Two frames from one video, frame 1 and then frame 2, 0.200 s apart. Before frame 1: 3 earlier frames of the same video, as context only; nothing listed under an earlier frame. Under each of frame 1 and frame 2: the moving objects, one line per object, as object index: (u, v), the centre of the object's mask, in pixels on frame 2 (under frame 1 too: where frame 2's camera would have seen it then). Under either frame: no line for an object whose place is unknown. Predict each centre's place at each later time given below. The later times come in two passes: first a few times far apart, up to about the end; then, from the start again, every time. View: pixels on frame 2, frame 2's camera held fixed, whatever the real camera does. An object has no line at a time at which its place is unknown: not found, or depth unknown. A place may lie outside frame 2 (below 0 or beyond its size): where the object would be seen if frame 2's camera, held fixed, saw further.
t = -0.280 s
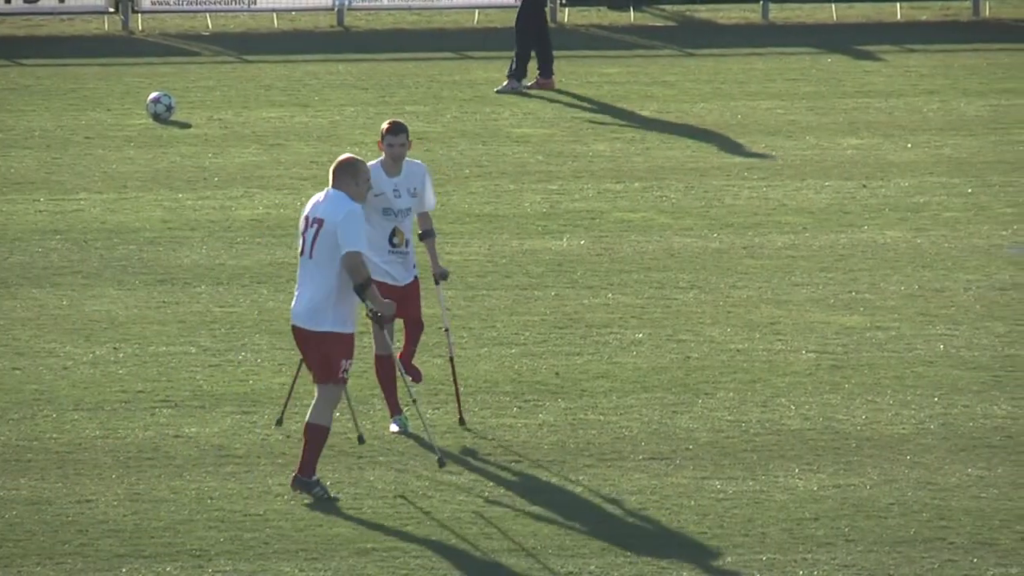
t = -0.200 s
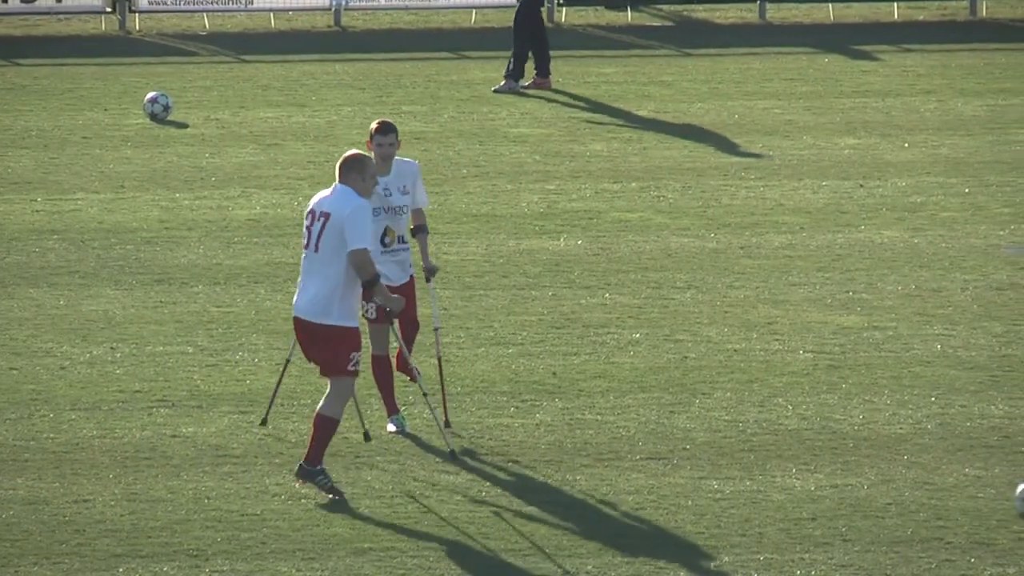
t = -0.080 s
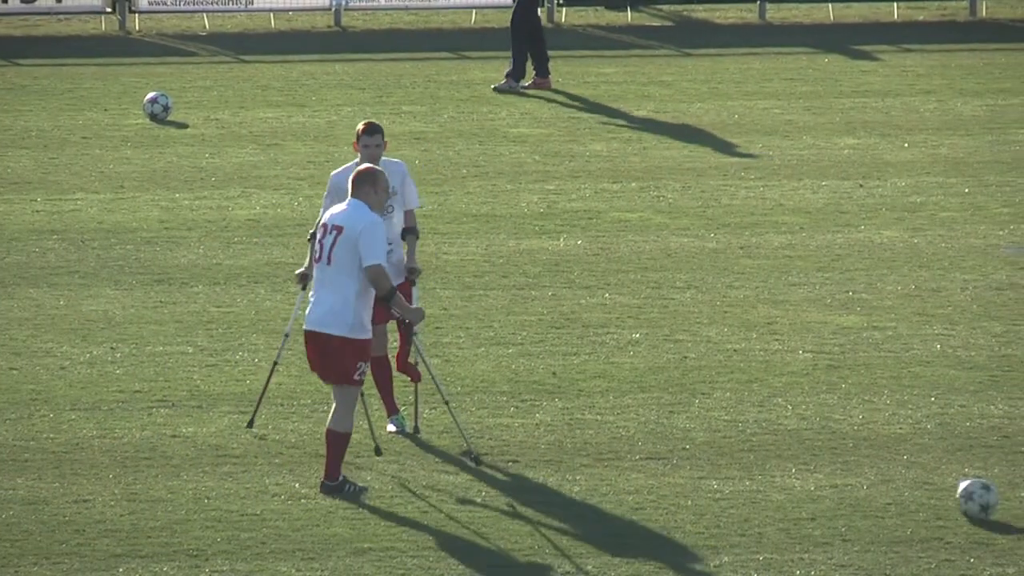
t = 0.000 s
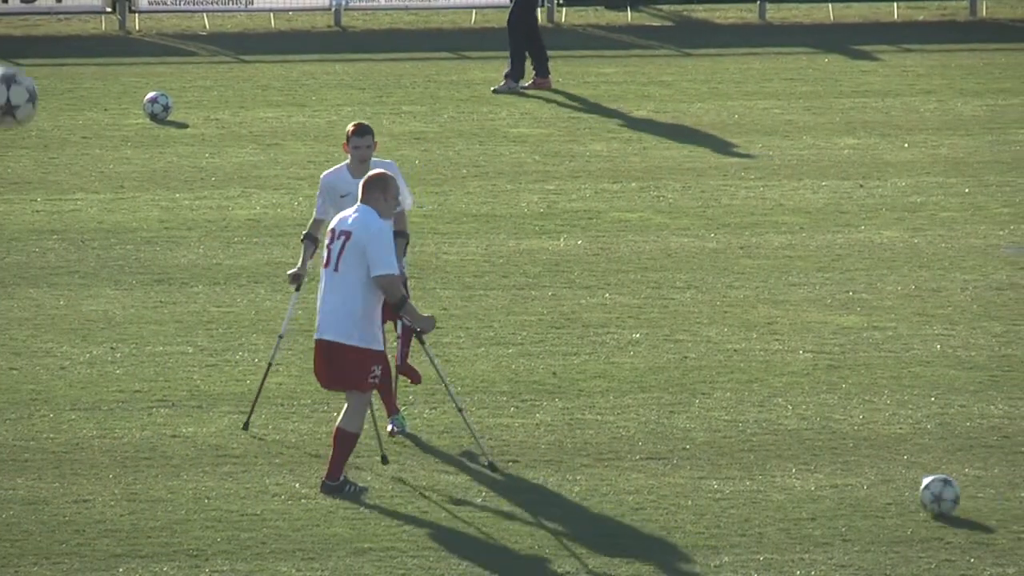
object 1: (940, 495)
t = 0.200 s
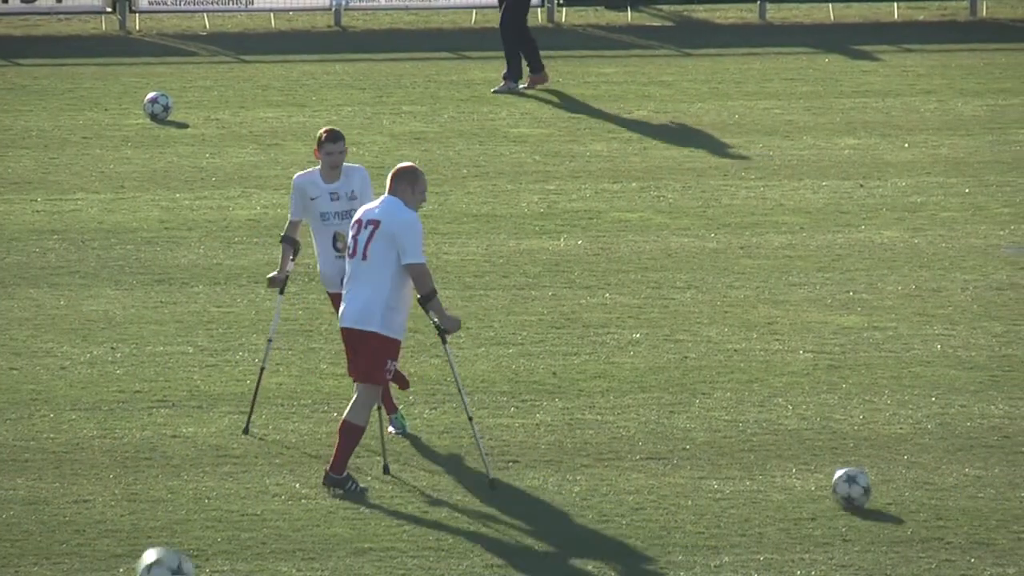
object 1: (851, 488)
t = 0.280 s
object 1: (817, 484)
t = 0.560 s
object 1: (708, 471)
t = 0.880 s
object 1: (597, 462)
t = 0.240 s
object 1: (834, 487)
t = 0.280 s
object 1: (817, 484)
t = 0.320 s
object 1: (801, 483)
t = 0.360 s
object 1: (785, 479)
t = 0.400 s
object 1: (770, 479)
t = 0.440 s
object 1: (753, 476)
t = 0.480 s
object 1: (738, 474)
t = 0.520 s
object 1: (722, 474)
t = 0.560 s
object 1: (708, 471)
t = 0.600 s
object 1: (693, 470)
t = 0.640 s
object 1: (678, 469)
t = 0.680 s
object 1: (664, 467)
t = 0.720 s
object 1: (650, 466)
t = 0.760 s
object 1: (637, 465)
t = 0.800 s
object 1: (623, 464)
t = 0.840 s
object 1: (610, 462)
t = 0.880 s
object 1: (597, 462)
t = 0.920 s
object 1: (584, 462)
